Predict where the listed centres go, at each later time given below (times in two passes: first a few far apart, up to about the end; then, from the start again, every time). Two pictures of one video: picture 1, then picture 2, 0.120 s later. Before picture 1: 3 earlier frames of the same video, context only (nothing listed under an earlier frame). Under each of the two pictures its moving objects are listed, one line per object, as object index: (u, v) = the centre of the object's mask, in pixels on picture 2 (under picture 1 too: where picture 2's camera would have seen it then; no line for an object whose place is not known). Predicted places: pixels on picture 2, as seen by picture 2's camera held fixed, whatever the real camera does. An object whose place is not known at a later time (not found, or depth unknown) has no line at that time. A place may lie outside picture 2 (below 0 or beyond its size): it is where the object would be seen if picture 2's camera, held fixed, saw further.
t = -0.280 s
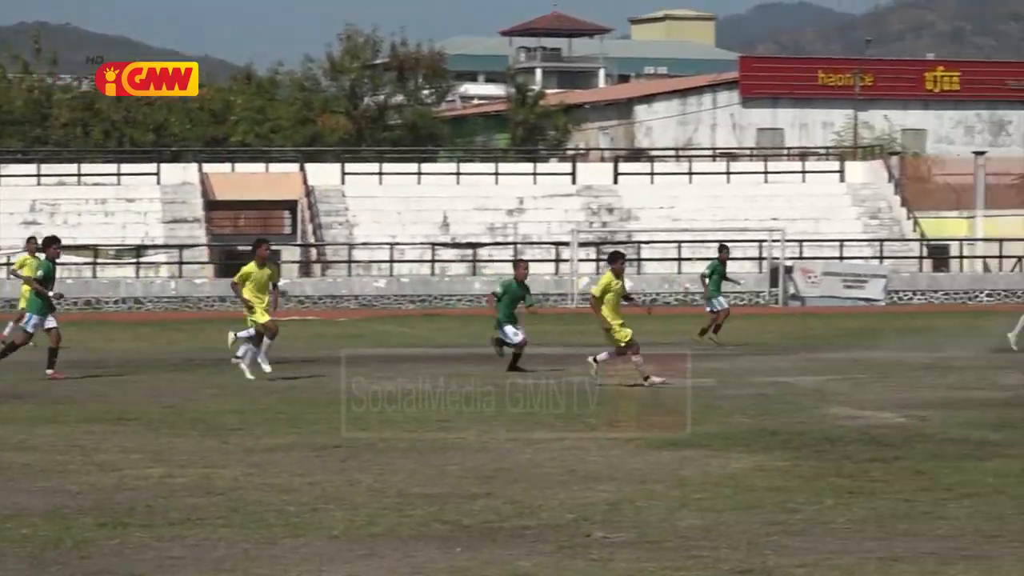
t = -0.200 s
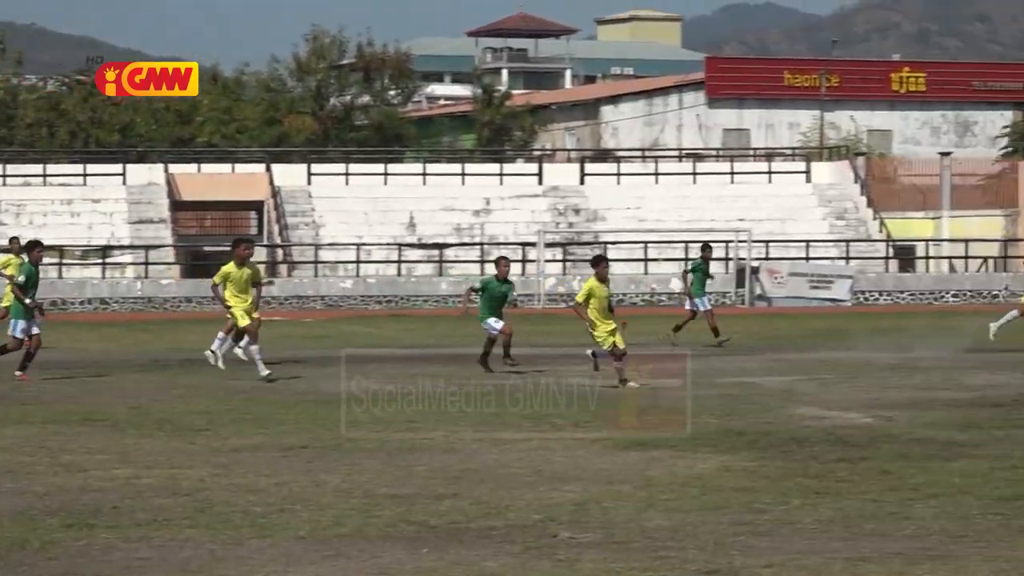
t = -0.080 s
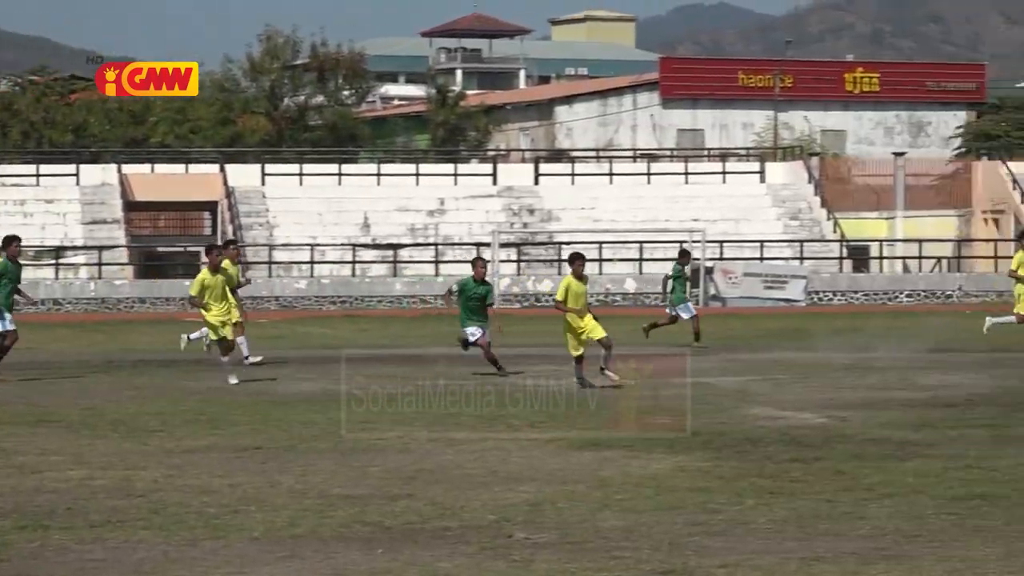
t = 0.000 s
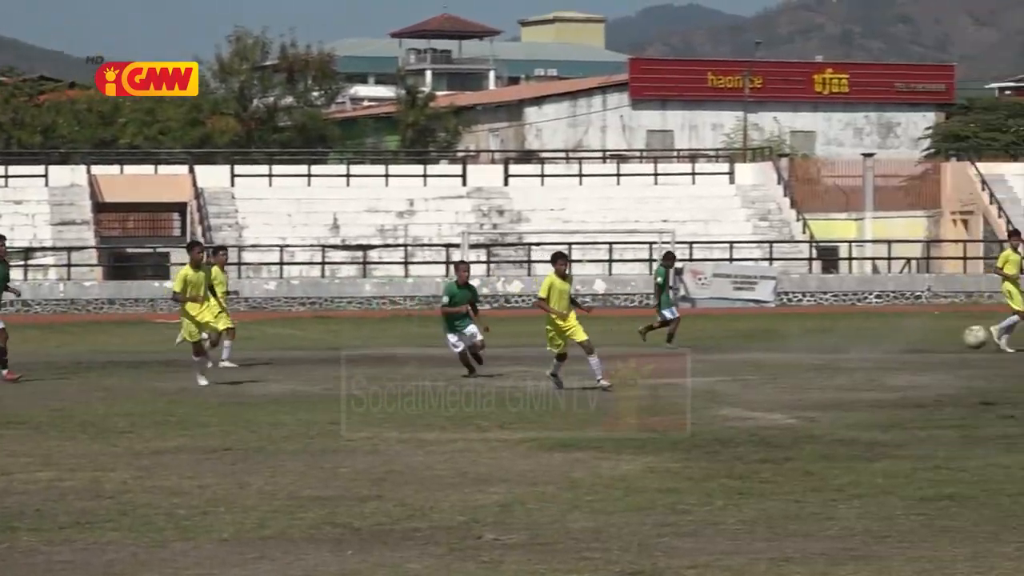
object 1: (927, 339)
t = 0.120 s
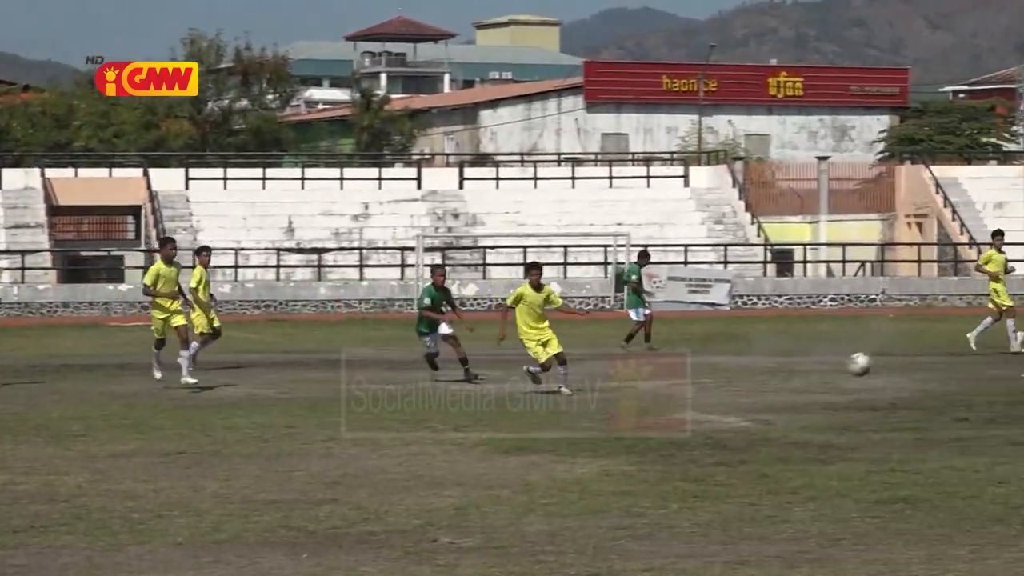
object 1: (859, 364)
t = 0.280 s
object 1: (782, 393)
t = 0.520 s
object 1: (746, 365)
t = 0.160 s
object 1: (836, 375)
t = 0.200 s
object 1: (813, 388)
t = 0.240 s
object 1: (790, 402)
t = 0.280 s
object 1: (782, 393)
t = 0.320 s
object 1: (776, 384)
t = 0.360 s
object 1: (770, 377)
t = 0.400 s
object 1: (764, 371)
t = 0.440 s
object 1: (758, 368)
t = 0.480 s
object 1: (752, 365)
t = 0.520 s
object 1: (746, 365)
